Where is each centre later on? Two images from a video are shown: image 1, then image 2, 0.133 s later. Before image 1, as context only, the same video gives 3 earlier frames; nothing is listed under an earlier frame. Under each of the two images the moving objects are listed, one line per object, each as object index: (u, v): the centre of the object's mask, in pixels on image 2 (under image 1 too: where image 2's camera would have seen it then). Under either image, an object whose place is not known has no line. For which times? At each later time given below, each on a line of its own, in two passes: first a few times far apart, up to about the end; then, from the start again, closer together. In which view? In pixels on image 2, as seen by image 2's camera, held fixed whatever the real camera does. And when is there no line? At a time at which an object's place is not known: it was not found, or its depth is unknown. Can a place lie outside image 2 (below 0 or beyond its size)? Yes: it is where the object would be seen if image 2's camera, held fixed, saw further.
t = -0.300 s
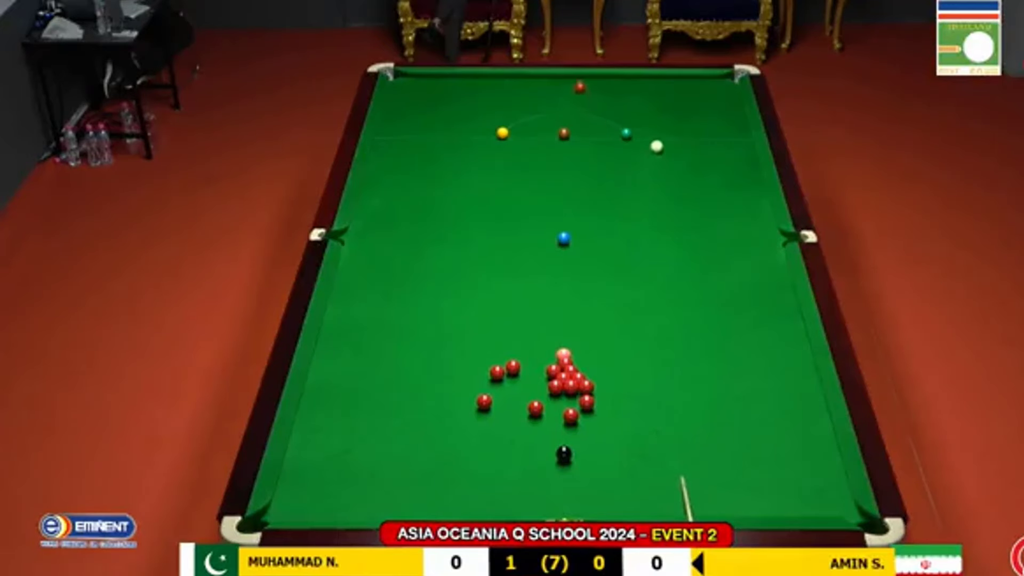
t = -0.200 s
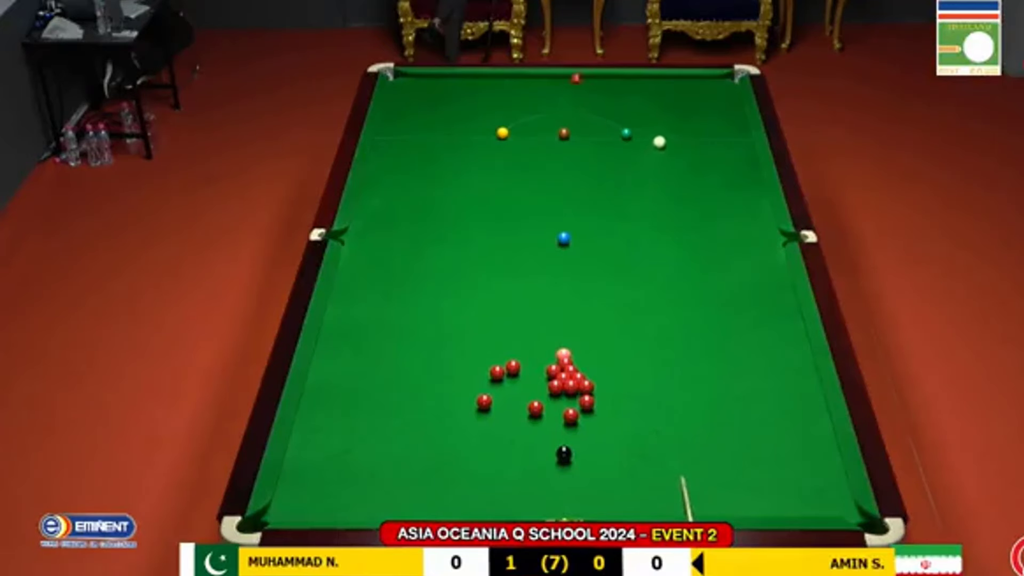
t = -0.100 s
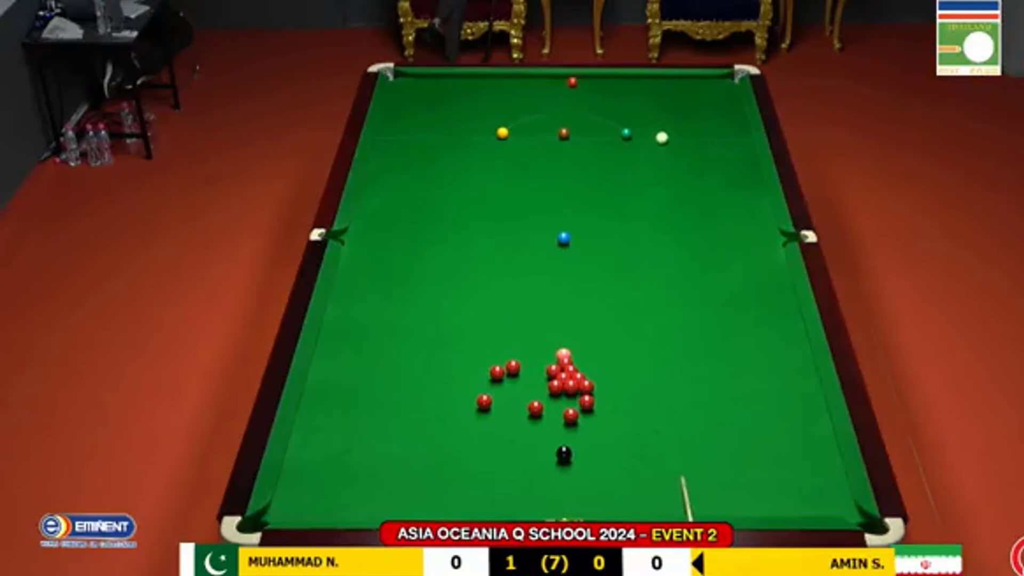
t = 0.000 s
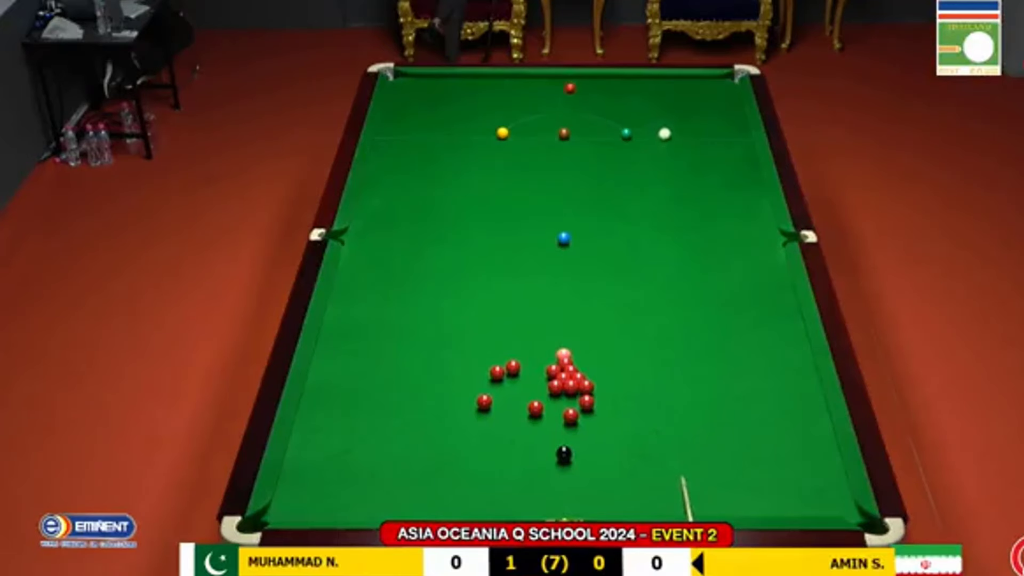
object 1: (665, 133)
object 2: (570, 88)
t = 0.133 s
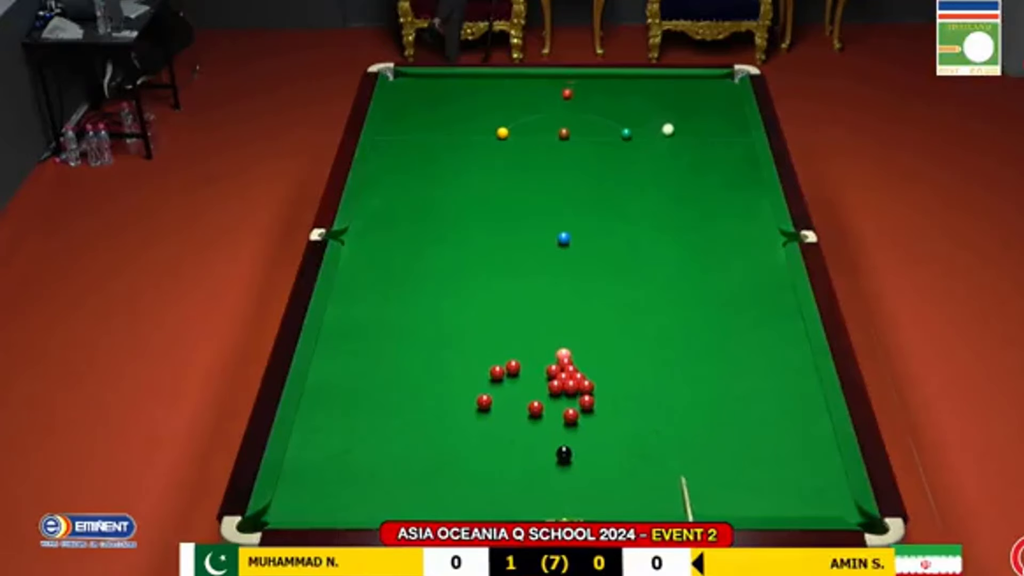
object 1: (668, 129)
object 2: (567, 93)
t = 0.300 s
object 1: (672, 122)
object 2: (562, 103)
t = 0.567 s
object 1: (678, 113)
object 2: (555, 117)
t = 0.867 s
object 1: (684, 104)
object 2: (547, 132)
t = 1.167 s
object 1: (690, 94)
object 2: (538, 149)
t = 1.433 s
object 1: (694, 88)
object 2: (531, 163)
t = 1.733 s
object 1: (699, 81)
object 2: (523, 178)
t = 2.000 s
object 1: (703, 78)
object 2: (514, 194)
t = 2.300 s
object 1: (707, 82)
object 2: (506, 209)
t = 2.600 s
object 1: (711, 85)
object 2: (498, 224)
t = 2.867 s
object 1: (713, 87)
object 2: (491, 238)
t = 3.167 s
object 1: (715, 89)
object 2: (483, 253)
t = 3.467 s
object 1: (717, 90)
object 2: (474, 267)
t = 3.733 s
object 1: (718, 91)
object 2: (468, 279)
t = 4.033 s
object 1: (718, 91)
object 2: (461, 292)
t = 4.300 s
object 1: (718, 91)
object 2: (455, 304)
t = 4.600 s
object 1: (717, 91)
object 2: (449, 316)
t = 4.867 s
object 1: (717, 91)
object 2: (443, 327)
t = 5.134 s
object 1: (717, 91)
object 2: (438, 336)
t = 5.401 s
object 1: (717, 91)
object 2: (433, 347)
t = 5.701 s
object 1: (717, 91)
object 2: (429, 355)
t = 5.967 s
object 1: (717, 91)
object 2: (425, 363)
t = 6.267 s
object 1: (717, 91)
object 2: (422, 369)
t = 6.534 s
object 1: (717, 91)
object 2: (419, 375)
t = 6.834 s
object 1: (717, 91)
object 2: (417, 380)
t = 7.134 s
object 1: (717, 91)
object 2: (415, 384)
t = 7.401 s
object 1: (717, 91)
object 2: (415, 386)
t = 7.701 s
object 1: (717, 91)
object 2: (415, 388)
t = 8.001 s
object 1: (717, 91)
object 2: (415, 389)
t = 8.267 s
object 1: (717, 91)
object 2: (415, 388)
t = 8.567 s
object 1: (717, 91)
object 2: (415, 389)
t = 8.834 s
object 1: (717, 91)
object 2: (415, 388)
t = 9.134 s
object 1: (717, 91)
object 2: (415, 388)
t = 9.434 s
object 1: (717, 91)
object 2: (415, 389)
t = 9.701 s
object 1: (717, 91)
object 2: (415, 388)
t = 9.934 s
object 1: (717, 91)
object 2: (415, 388)
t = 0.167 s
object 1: (669, 127)
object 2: (566, 96)
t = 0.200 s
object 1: (670, 126)
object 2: (565, 98)
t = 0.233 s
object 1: (670, 125)
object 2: (564, 99)
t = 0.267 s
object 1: (671, 124)
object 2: (563, 101)
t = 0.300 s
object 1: (672, 122)
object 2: (562, 103)
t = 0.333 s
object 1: (673, 121)
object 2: (561, 105)
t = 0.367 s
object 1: (673, 120)
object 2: (560, 106)
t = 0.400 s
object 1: (674, 119)
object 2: (559, 108)
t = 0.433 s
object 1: (675, 118)
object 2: (558, 110)
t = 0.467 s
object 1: (676, 117)
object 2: (557, 112)
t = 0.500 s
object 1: (677, 115)
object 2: (557, 114)
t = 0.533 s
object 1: (677, 114)
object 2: (556, 115)
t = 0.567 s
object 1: (678, 113)
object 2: (555, 117)
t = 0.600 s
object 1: (679, 112)
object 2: (553, 119)
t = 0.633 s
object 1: (680, 111)
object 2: (553, 120)
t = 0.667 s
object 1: (680, 110)
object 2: (551, 122)
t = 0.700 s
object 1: (681, 108)
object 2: (551, 124)
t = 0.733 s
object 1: (682, 108)
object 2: (550, 125)
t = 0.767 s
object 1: (682, 107)
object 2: (549, 127)
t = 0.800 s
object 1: (683, 105)
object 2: (547, 130)
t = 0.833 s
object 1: (683, 105)
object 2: (547, 131)
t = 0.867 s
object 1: (684, 104)
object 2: (547, 132)
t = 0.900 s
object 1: (685, 102)
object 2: (545, 135)
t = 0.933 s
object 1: (686, 102)
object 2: (544, 136)
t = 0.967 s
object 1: (687, 100)
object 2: (543, 138)
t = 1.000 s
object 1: (687, 99)
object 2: (542, 141)
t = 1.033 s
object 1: (687, 99)
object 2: (541, 141)
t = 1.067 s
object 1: (688, 98)
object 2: (541, 143)
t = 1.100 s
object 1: (689, 96)
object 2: (539, 146)
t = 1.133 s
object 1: (689, 96)
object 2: (539, 147)
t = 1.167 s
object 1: (690, 94)
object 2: (538, 149)
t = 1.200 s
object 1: (690, 93)
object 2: (536, 151)
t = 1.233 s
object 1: (691, 93)
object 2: (536, 152)
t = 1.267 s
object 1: (692, 92)
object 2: (535, 154)
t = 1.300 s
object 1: (692, 91)
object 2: (534, 156)
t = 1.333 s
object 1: (692, 91)
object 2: (534, 157)
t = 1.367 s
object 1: (693, 90)
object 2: (532, 159)
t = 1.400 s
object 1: (694, 89)
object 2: (531, 162)
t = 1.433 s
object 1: (694, 88)
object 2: (531, 163)
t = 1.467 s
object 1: (695, 87)
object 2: (529, 165)
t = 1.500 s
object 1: (695, 86)
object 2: (528, 167)
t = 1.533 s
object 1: (696, 85)
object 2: (528, 168)
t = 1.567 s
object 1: (696, 84)
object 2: (527, 170)
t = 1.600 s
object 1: (697, 83)
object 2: (526, 173)
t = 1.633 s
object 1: (697, 83)
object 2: (525, 174)
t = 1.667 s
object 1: (698, 82)
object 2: (524, 176)
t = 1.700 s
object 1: (698, 81)
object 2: (523, 178)
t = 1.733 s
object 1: (699, 81)
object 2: (523, 178)
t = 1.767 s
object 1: (700, 79)
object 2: (521, 181)
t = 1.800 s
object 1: (700, 79)
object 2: (520, 183)
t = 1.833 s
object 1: (700, 78)
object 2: (520, 184)
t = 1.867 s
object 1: (701, 78)
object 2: (518, 186)
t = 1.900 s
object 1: (701, 77)
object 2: (517, 189)
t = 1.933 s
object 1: (702, 77)
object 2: (517, 189)
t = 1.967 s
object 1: (702, 77)
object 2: (516, 192)
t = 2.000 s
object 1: (703, 78)
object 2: (514, 194)
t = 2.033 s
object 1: (703, 78)
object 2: (514, 195)
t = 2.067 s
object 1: (704, 79)
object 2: (513, 197)
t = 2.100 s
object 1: (704, 79)
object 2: (512, 199)
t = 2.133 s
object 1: (705, 80)
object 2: (511, 200)
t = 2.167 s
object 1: (705, 80)
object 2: (510, 202)
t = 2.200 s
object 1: (706, 80)
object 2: (509, 204)
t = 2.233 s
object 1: (706, 81)
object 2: (508, 205)
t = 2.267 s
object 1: (707, 81)
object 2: (507, 207)
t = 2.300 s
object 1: (707, 82)
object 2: (506, 209)
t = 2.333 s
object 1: (708, 82)
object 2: (505, 210)
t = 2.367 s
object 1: (708, 82)
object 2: (504, 212)
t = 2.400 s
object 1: (709, 83)
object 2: (503, 214)
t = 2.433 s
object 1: (709, 83)
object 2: (503, 215)
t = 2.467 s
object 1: (709, 83)
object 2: (502, 217)
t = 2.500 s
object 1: (710, 84)
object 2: (501, 220)
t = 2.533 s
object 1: (710, 84)
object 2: (500, 220)
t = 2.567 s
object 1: (710, 84)
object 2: (499, 223)
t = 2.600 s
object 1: (711, 85)
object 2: (498, 224)
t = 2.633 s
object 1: (711, 85)
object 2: (497, 226)
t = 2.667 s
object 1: (711, 85)
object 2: (497, 228)
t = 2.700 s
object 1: (712, 85)
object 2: (495, 230)
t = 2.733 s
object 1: (712, 86)
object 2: (495, 231)
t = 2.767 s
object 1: (712, 86)
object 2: (493, 233)
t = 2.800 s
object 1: (713, 86)
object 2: (492, 235)
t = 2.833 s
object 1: (713, 86)
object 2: (492, 236)
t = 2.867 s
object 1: (713, 87)
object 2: (491, 238)
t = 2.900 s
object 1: (714, 87)
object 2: (490, 240)
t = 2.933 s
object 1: (714, 87)
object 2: (489, 241)
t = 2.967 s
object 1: (714, 87)
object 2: (488, 243)
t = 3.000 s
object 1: (714, 88)
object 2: (487, 245)
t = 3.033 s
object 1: (715, 88)
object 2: (486, 245)
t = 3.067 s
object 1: (715, 89)
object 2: (485, 248)
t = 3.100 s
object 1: (715, 89)
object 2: (484, 249)
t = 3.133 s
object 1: (715, 89)
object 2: (483, 250)
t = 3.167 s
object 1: (715, 89)
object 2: (483, 253)
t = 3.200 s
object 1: (715, 89)
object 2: (482, 254)
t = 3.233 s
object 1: (715, 89)
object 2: (481, 255)
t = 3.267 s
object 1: (716, 90)
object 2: (480, 257)
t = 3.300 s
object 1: (716, 90)
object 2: (479, 259)
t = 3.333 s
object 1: (716, 90)
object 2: (478, 260)
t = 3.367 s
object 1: (716, 90)
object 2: (477, 262)
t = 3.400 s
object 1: (716, 90)
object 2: (476, 264)
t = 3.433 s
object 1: (717, 90)
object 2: (476, 265)
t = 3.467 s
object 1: (717, 90)
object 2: (474, 267)
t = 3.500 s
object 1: (717, 91)
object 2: (474, 268)
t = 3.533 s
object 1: (717, 91)
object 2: (473, 269)
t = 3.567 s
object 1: (717, 91)
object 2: (472, 271)
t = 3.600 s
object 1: (717, 91)
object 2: (471, 273)
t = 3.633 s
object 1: (717, 91)
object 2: (471, 274)
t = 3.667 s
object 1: (717, 91)
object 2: (469, 276)
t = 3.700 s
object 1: (717, 91)
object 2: (468, 278)
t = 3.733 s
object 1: (718, 91)
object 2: (468, 279)
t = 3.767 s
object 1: (718, 91)
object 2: (467, 281)
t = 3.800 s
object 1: (718, 91)
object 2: (466, 282)
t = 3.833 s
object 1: (718, 91)
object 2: (465, 283)
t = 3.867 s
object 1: (718, 91)
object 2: (465, 285)
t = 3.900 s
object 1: (718, 91)
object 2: (463, 286)
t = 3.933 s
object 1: (718, 91)
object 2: (463, 287)
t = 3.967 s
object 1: (718, 91)
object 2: (462, 289)
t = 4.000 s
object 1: (718, 91)
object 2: (461, 291)
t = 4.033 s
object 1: (718, 91)
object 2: (461, 292)
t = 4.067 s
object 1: (718, 91)
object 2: (461, 293)
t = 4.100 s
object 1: (718, 91)
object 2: (459, 295)
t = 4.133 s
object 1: (718, 91)
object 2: (459, 296)
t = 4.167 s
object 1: (718, 91)
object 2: (457, 298)
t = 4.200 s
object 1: (717, 91)
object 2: (457, 299)
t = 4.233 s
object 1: (718, 91)
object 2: (456, 300)
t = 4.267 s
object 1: (718, 91)
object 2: (456, 302)
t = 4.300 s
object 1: (718, 91)
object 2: (455, 304)
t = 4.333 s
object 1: (718, 91)
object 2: (454, 305)
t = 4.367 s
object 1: (718, 91)
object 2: (453, 306)
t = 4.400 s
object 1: (718, 91)
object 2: (453, 308)
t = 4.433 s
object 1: (718, 91)
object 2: (452, 309)
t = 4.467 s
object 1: (718, 91)
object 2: (451, 310)
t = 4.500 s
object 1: (717, 91)
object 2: (451, 312)
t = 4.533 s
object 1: (717, 91)
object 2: (450, 312)
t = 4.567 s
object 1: (717, 91)
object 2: (449, 314)
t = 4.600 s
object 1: (717, 91)
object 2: (449, 316)
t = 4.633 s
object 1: (717, 91)
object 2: (448, 317)
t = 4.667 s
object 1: (717, 91)
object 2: (447, 318)
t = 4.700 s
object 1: (717, 91)
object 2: (447, 320)
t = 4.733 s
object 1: (717, 91)
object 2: (446, 321)
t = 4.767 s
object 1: (717, 91)
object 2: (446, 322)
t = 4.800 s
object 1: (717, 91)
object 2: (445, 324)
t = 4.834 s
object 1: (717, 91)
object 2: (443, 326)
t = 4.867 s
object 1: (717, 91)
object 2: (443, 327)
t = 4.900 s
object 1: (717, 91)
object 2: (442, 328)
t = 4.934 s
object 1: (717, 91)
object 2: (441, 330)
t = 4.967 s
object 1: (717, 91)
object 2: (441, 331)
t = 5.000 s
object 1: (717, 91)
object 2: (440, 332)
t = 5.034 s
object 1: (717, 91)
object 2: (440, 333)
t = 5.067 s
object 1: (717, 91)
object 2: (439, 334)
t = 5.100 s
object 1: (717, 91)
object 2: (439, 335)
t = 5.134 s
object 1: (717, 91)
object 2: (438, 336)
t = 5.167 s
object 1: (717, 91)
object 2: (437, 338)
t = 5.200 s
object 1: (717, 91)
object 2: (437, 339)
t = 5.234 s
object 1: (717, 91)
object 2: (436, 340)
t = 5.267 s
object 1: (717, 91)
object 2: (436, 341)
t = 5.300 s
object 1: (717, 91)
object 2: (436, 342)
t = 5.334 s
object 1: (717, 91)
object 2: (435, 343)
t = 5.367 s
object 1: (717, 91)
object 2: (434, 345)
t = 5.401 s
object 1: (717, 91)
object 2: (433, 347)
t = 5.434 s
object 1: (717, 91)
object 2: (433, 348)
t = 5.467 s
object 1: (717, 91)
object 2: (432, 349)
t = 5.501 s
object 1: (717, 91)
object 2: (432, 350)
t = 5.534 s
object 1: (717, 91)
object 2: (431, 351)
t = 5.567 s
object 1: (717, 91)
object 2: (431, 351)
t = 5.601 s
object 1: (717, 91)
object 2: (431, 352)
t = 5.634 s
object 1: (717, 91)
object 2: (430, 354)
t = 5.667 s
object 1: (717, 91)
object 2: (430, 354)
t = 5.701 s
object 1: (717, 91)
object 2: (429, 355)
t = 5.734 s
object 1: (717, 91)
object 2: (429, 357)
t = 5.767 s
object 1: (717, 91)
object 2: (428, 357)
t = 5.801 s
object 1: (717, 91)
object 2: (428, 358)
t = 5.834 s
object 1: (717, 91)
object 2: (427, 359)
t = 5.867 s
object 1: (717, 91)
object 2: (427, 360)
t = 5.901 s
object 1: (717, 91)
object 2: (426, 361)
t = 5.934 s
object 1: (717, 91)
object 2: (426, 362)
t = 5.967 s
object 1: (717, 91)
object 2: (425, 363)
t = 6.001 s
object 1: (717, 91)
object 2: (425, 363)
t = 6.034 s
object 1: (717, 91)
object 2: (425, 364)
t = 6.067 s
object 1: (717, 91)
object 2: (424, 365)
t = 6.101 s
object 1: (717, 91)
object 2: (424, 366)
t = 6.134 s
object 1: (717, 91)
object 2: (423, 367)
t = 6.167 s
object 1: (717, 91)
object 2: (423, 367)
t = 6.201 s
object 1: (717, 91)
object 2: (423, 368)
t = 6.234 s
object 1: (717, 91)
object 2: (422, 369)
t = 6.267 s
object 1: (717, 91)
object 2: (422, 369)
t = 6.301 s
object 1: (717, 91)
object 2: (422, 370)
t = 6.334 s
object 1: (717, 91)
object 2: (421, 371)
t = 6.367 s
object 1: (717, 91)
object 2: (421, 371)
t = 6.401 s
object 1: (717, 91)
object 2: (420, 372)
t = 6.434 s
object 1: (717, 91)
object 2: (420, 373)
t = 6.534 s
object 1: (717, 91)
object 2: (419, 375)
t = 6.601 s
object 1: (717, 91)
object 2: (419, 376)
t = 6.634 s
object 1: (717, 91)
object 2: (418, 376)
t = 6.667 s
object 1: (717, 91)
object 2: (418, 377)
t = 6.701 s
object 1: (717, 91)
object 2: (418, 378)
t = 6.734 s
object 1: (717, 91)
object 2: (418, 379)
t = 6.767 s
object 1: (717, 91)
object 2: (417, 379)
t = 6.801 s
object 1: (717, 91)
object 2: (417, 380)
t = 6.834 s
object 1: (717, 91)
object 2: (417, 380)
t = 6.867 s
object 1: (717, 91)
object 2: (417, 380)
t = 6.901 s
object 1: (717, 91)
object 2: (416, 381)
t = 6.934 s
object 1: (717, 91)
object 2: (416, 381)
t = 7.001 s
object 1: (717, 91)
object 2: (416, 383)
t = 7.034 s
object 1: (717, 91)
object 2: (415, 383)
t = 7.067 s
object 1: (717, 91)
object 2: (415, 383)
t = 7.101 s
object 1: (717, 91)
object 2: (415, 384)
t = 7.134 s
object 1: (717, 91)
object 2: (415, 384)
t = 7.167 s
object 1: (717, 91)
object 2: (415, 385)
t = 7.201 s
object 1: (717, 91)
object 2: (415, 385)
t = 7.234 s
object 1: (717, 91)
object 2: (415, 385)
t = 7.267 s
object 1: (717, 91)
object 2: (415, 385)
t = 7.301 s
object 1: (717, 91)
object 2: (415, 386)
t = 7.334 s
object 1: (717, 91)
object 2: (414, 386)
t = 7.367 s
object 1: (717, 91)
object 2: (415, 386)
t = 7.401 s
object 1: (717, 91)
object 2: (415, 386)
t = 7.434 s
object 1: (717, 91)
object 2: (415, 387)
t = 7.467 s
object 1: (717, 91)
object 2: (415, 387)
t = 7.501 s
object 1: (717, 91)
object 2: (415, 387)
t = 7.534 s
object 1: (717, 91)
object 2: (415, 387)
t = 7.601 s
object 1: (717, 91)
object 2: (415, 388)
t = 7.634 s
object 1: (717, 91)
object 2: (415, 388)
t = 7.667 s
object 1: (717, 91)
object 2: (415, 388)
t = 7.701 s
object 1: (717, 91)
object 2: (415, 388)
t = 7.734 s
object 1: (717, 91)
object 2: (415, 388)
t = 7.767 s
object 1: (717, 91)
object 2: (415, 388)
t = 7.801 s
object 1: (717, 91)
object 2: (415, 388)
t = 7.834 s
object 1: (717, 91)
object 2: (415, 388)
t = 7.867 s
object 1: (717, 91)
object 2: (415, 389)
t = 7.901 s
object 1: (717, 91)
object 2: (415, 389)
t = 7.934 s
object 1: (717, 91)
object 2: (415, 389)
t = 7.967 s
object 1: (717, 91)
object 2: (415, 389)
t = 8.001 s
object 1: (717, 91)
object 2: (415, 389)
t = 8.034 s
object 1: (717, 91)
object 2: (415, 389)
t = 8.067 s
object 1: (717, 91)
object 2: (415, 389)
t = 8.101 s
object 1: (717, 91)
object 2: (415, 389)
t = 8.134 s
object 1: (717, 91)
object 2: (415, 388)
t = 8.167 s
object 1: (717, 91)
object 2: (415, 389)
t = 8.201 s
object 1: (717, 91)
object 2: (415, 388)
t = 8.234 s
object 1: (717, 91)
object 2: (415, 388)
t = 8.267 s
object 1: (717, 91)
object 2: (415, 388)
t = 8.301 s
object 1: (717, 91)
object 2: (415, 388)
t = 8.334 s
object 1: (717, 91)
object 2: (415, 388)
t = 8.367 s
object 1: (717, 91)
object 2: (415, 389)
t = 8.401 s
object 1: (717, 91)
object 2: (415, 389)
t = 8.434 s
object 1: (717, 91)
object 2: (415, 388)
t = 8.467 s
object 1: (717, 91)
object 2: (415, 388)
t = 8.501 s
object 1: (717, 91)
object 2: (415, 389)
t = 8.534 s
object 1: (717, 91)
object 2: (415, 388)
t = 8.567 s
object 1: (717, 91)
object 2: (415, 389)
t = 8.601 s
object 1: (717, 91)
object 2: (415, 388)
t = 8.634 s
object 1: (717, 91)
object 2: (415, 388)
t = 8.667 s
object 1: (717, 91)
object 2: (415, 388)
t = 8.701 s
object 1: (717, 91)
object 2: (415, 388)
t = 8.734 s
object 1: (717, 91)
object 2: (415, 388)
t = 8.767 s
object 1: (717, 91)
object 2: (415, 388)
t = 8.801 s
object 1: (717, 91)
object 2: (415, 388)
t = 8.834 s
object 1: (717, 91)
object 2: (415, 388)
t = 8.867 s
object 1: (717, 91)
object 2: (415, 389)
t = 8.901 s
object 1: (717, 91)
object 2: (415, 389)
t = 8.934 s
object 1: (717, 91)
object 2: (415, 389)
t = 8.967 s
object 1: (717, 91)
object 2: (415, 388)
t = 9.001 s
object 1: (717, 91)
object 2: (415, 389)
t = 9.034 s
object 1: (717, 91)
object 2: (415, 388)
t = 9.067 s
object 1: (717, 91)
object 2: (415, 388)
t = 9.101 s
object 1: (717, 91)
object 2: (415, 388)
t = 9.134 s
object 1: (717, 91)
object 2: (415, 388)
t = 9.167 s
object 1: (717, 91)
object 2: (415, 388)
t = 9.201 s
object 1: (717, 91)
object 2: (415, 388)
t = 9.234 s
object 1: (717, 91)
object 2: (415, 388)
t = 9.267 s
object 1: (717, 91)
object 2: (415, 388)
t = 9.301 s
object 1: (717, 91)
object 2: (415, 388)
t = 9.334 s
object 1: (717, 91)
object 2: (415, 388)
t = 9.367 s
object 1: (717, 91)
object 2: (415, 389)
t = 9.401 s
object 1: (717, 91)
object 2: (415, 388)
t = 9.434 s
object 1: (717, 91)
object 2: (415, 389)
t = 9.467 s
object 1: (717, 91)
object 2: (415, 388)
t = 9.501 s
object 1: (717, 91)
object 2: (415, 388)
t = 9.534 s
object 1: (717, 91)
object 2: (415, 388)
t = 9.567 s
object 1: (717, 91)
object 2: (415, 388)
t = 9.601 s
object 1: (717, 91)
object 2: (415, 388)
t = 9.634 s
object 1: (717, 91)
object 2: (415, 388)
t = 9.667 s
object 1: (717, 91)
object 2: (415, 388)
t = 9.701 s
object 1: (717, 91)
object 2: (415, 388)
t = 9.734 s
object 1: (717, 91)
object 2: (415, 388)
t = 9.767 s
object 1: (717, 91)
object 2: (415, 388)
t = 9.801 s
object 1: (717, 91)
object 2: (415, 388)
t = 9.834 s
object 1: (717, 91)
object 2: (415, 388)
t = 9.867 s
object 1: (717, 91)
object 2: (415, 388)
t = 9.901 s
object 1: (717, 91)
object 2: (415, 388)
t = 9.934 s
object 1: (717, 91)
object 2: (415, 388)
